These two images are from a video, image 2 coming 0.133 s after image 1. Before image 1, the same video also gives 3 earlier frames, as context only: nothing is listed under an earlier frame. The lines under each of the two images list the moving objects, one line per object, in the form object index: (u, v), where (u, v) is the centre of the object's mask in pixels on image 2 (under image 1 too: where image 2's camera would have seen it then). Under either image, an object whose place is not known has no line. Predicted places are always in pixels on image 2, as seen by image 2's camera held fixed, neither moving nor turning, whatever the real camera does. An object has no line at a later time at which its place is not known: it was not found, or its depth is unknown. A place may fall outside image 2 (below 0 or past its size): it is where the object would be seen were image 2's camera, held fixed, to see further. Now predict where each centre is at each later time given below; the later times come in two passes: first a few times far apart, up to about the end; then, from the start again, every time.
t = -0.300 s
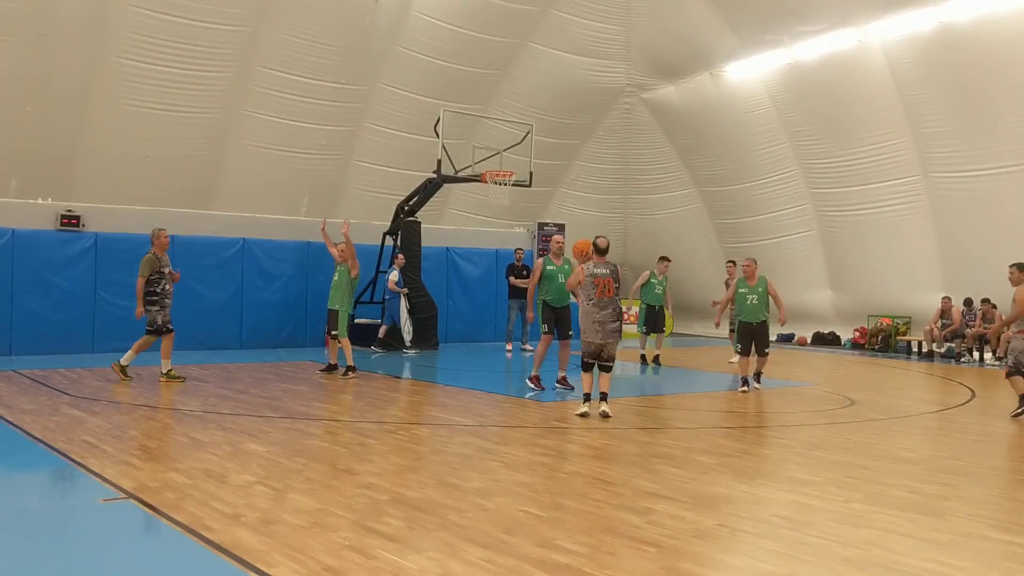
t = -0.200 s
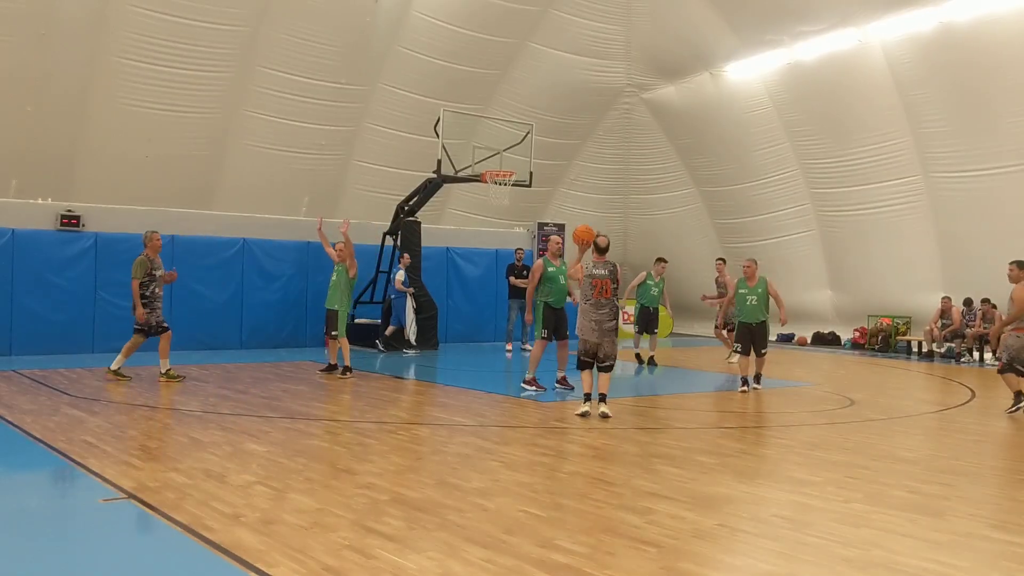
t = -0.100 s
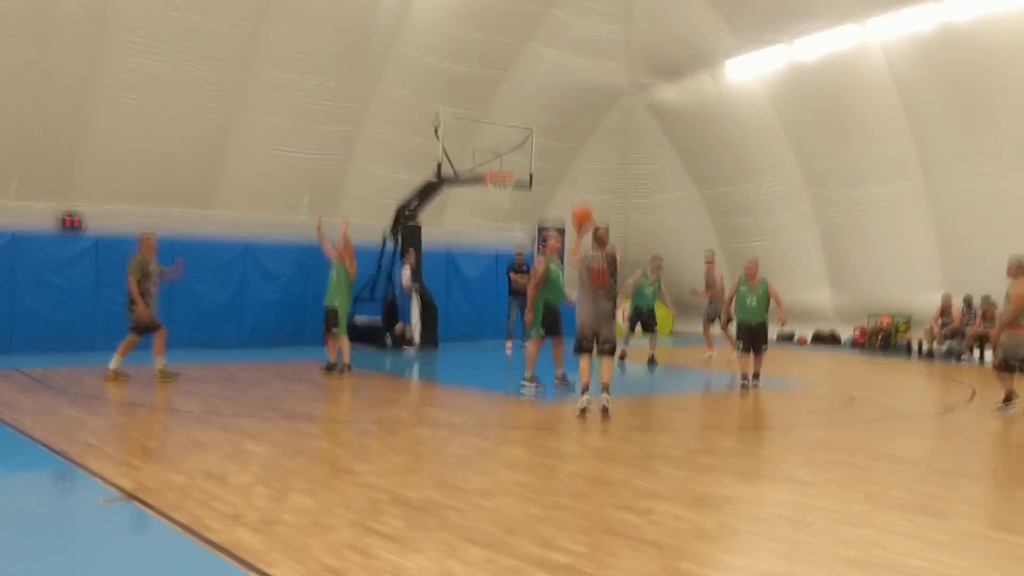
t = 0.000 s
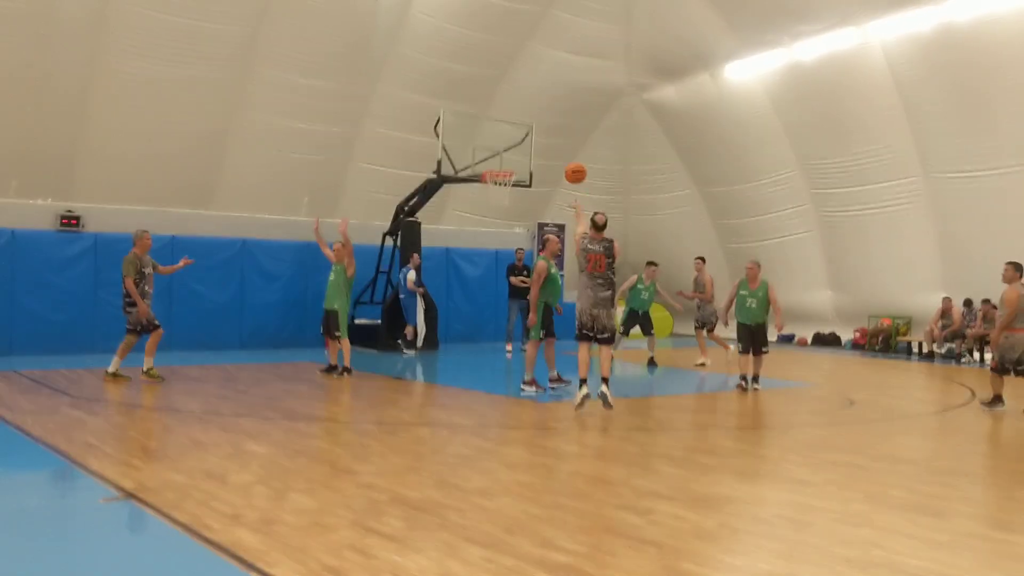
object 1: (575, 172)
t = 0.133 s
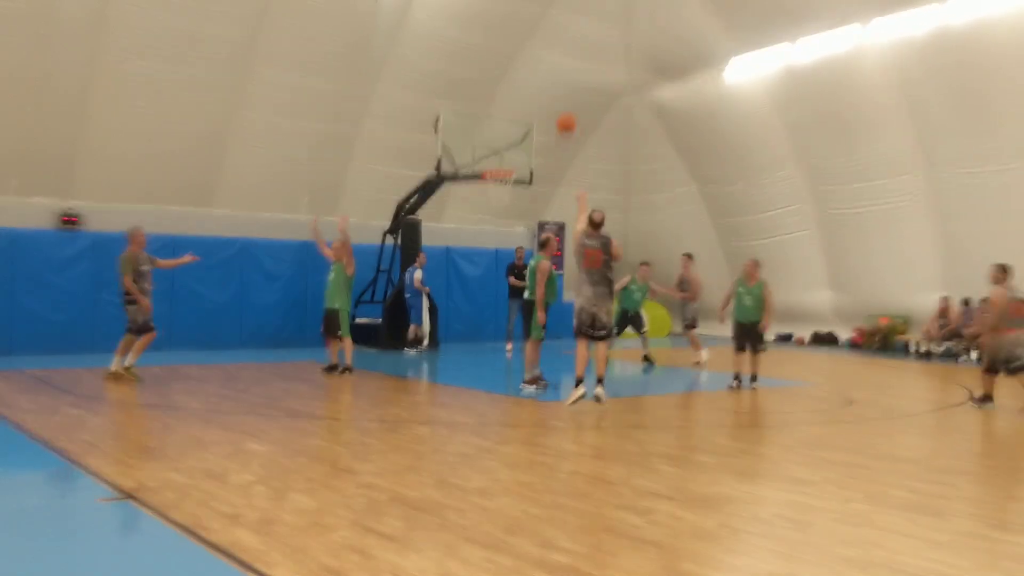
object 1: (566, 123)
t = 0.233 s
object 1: (558, 102)
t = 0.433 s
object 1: (545, 82)
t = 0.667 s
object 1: (531, 96)
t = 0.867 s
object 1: (520, 135)
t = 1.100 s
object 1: (507, 157)
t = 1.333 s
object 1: (511, 152)
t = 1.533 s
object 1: (526, 169)
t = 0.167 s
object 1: (563, 115)
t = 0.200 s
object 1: (560, 108)
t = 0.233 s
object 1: (558, 102)
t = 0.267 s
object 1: (556, 96)
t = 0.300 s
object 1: (554, 91)
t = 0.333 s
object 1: (551, 88)
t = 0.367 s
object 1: (549, 85)
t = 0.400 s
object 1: (547, 83)
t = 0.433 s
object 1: (545, 82)
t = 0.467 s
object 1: (543, 80)
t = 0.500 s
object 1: (541, 81)
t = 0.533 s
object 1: (539, 82)
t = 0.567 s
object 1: (537, 84)
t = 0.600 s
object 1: (535, 88)
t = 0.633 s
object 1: (533, 92)
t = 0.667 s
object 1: (531, 96)
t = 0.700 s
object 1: (529, 100)
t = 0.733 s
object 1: (527, 106)
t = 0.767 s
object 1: (526, 111)
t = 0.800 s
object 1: (524, 118)
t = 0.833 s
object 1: (523, 125)
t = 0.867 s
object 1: (520, 135)
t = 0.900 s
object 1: (518, 142)
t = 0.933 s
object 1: (517, 150)
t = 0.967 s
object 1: (515, 160)
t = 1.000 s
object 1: (513, 164)
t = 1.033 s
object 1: (511, 161)
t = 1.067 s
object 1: (509, 159)
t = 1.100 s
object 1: (507, 157)
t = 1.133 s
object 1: (504, 156)
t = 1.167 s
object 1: (502, 155)
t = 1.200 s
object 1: (502, 155)
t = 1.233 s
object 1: (504, 152)
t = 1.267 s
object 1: (507, 152)
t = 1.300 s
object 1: (509, 152)
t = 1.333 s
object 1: (511, 152)
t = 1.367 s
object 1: (514, 153)
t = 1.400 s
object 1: (516, 155)
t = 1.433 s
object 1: (519, 157)
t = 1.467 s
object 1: (521, 160)
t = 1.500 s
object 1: (523, 164)
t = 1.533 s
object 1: (526, 169)
